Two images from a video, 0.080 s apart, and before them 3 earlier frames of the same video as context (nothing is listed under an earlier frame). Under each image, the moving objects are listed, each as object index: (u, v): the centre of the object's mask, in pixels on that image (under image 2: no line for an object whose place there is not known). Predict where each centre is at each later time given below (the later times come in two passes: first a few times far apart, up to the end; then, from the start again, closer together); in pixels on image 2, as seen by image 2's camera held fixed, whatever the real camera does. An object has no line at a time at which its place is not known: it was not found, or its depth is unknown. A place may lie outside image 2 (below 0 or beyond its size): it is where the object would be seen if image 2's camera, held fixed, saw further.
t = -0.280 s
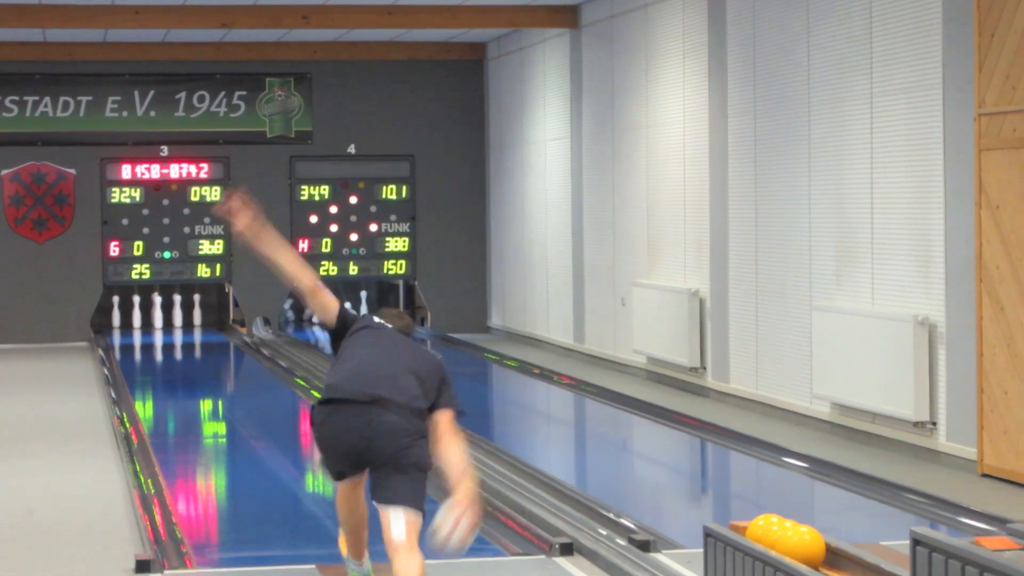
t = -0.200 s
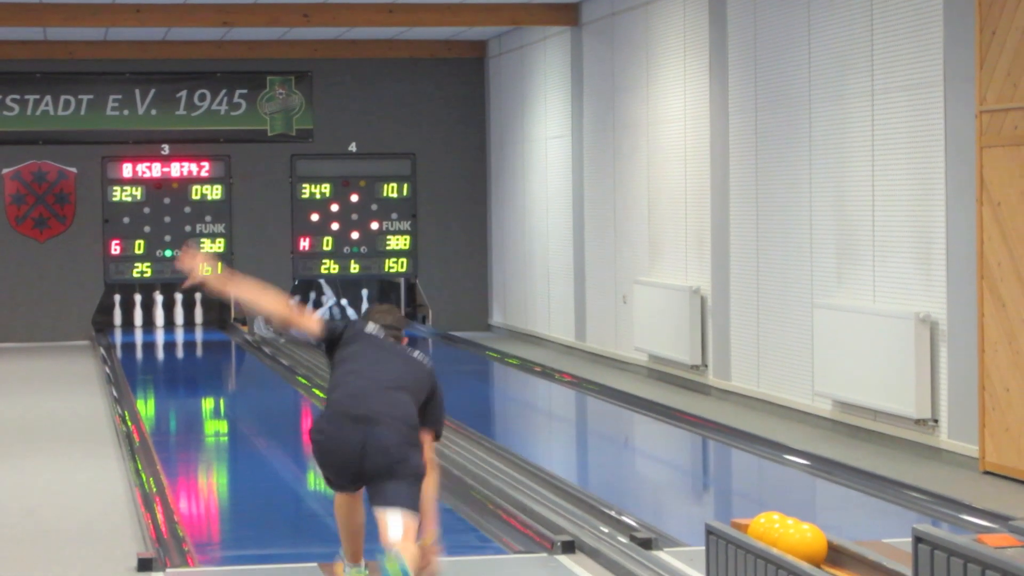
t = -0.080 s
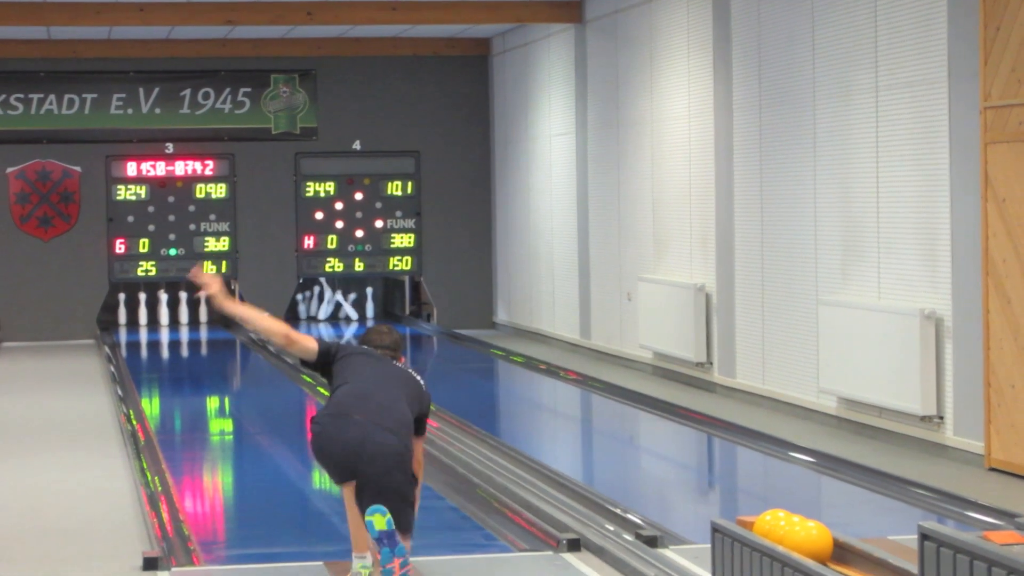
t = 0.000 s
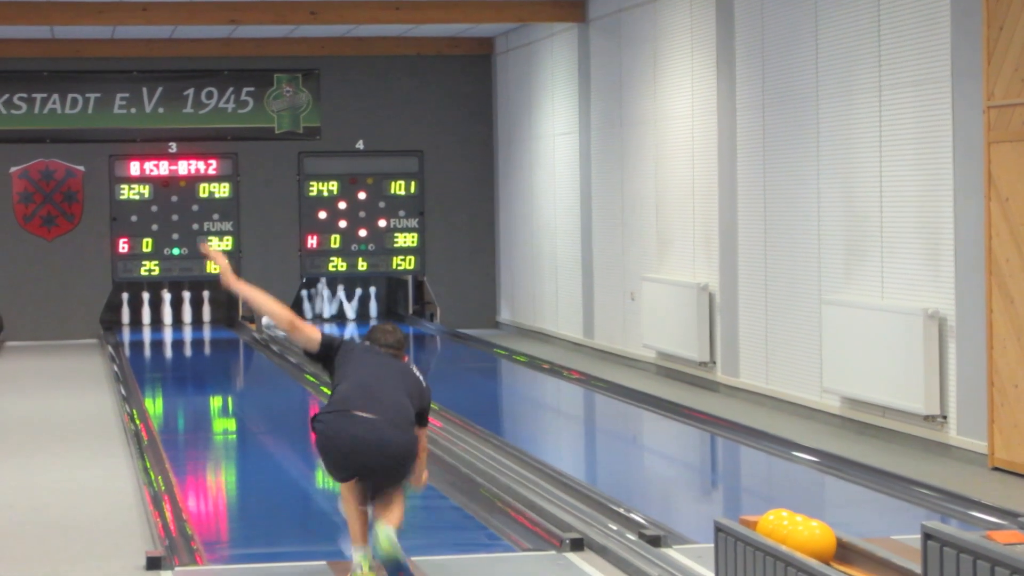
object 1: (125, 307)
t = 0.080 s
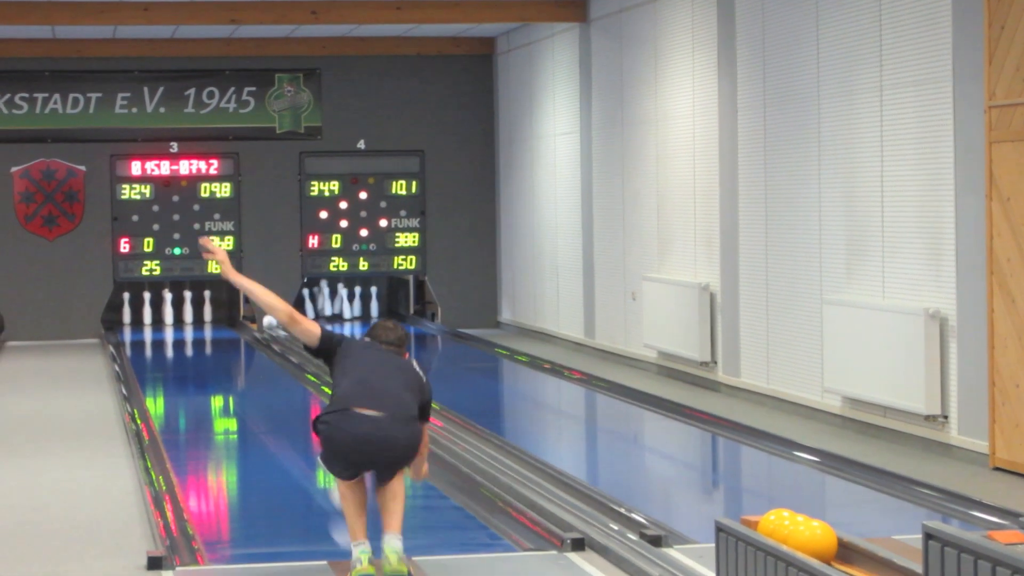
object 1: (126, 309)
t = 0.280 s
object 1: (126, 309)
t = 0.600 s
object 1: (126, 308)
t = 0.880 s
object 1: (126, 309)
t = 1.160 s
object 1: (126, 309)
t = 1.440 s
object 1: (126, 309)
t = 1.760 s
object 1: (126, 309)
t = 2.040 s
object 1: (117, 310)
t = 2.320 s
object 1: (108, 318)
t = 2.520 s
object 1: (119, 319)
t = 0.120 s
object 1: (126, 309)
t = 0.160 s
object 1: (126, 309)
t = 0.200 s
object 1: (126, 309)
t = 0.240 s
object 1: (126, 309)
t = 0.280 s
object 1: (126, 309)
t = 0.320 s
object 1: (126, 309)
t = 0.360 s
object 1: (126, 308)
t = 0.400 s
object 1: (126, 308)
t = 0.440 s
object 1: (126, 308)
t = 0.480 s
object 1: (126, 308)
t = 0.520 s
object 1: (126, 308)
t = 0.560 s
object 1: (126, 308)
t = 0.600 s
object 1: (126, 308)
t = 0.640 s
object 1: (126, 309)
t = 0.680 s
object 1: (126, 308)
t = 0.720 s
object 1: (126, 307)
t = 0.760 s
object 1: (126, 307)
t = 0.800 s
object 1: (126, 307)
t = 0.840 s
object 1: (126, 309)
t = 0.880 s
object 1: (126, 309)
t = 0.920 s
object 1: (126, 307)
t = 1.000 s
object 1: (126, 307)
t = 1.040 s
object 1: (126, 307)
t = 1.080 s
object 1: (126, 307)
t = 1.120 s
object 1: (126, 308)
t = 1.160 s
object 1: (126, 309)
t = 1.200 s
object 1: (126, 309)
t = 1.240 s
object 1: (126, 309)
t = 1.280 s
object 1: (126, 309)
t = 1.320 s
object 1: (126, 309)
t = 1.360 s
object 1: (126, 309)
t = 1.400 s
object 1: (126, 309)
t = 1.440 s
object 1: (126, 309)
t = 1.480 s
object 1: (126, 308)
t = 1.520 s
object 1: (126, 309)
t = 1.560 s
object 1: (126, 309)
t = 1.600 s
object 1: (126, 309)
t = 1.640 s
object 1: (126, 309)
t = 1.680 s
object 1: (126, 309)
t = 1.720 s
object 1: (126, 309)
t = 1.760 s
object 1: (126, 309)
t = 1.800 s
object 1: (126, 309)
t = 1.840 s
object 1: (126, 309)
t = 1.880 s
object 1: (126, 309)
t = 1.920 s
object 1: (126, 309)
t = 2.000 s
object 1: (123, 309)
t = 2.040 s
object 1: (117, 310)
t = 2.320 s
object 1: (108, 318)
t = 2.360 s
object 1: (110, 319)
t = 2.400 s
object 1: (120, 316)
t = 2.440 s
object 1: (121, 316)
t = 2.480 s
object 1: (122, 317)
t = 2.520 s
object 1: (119, 319)
